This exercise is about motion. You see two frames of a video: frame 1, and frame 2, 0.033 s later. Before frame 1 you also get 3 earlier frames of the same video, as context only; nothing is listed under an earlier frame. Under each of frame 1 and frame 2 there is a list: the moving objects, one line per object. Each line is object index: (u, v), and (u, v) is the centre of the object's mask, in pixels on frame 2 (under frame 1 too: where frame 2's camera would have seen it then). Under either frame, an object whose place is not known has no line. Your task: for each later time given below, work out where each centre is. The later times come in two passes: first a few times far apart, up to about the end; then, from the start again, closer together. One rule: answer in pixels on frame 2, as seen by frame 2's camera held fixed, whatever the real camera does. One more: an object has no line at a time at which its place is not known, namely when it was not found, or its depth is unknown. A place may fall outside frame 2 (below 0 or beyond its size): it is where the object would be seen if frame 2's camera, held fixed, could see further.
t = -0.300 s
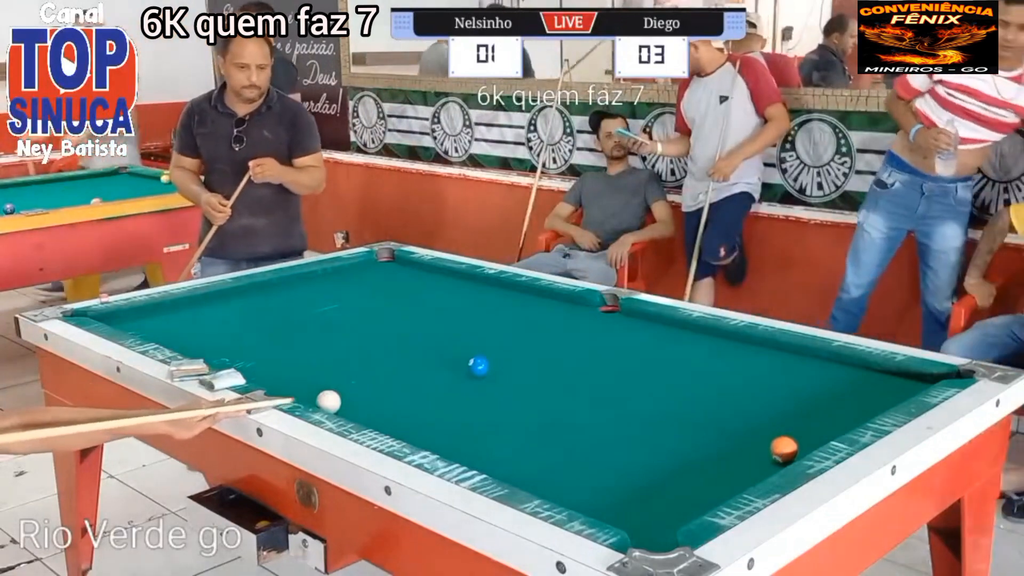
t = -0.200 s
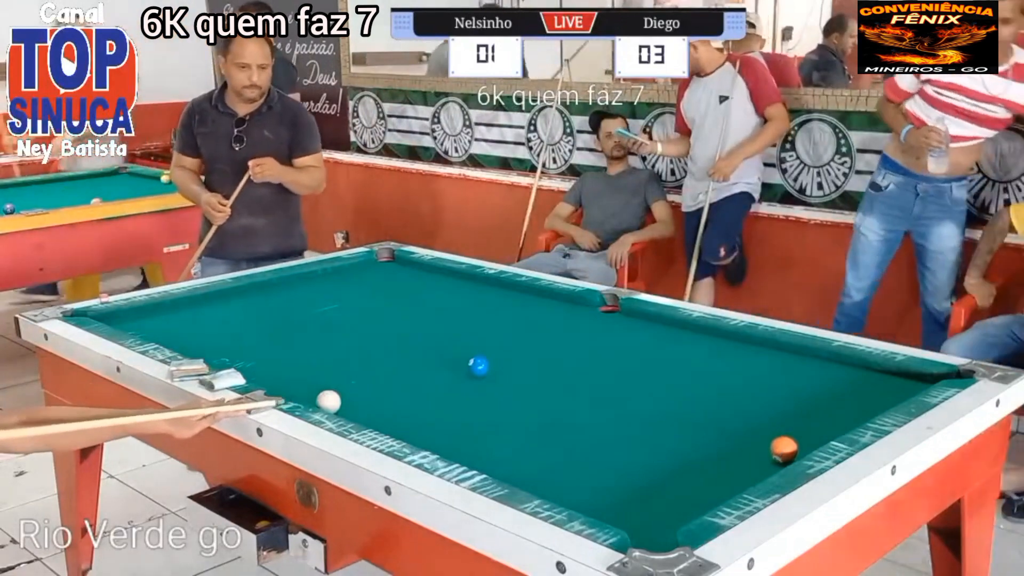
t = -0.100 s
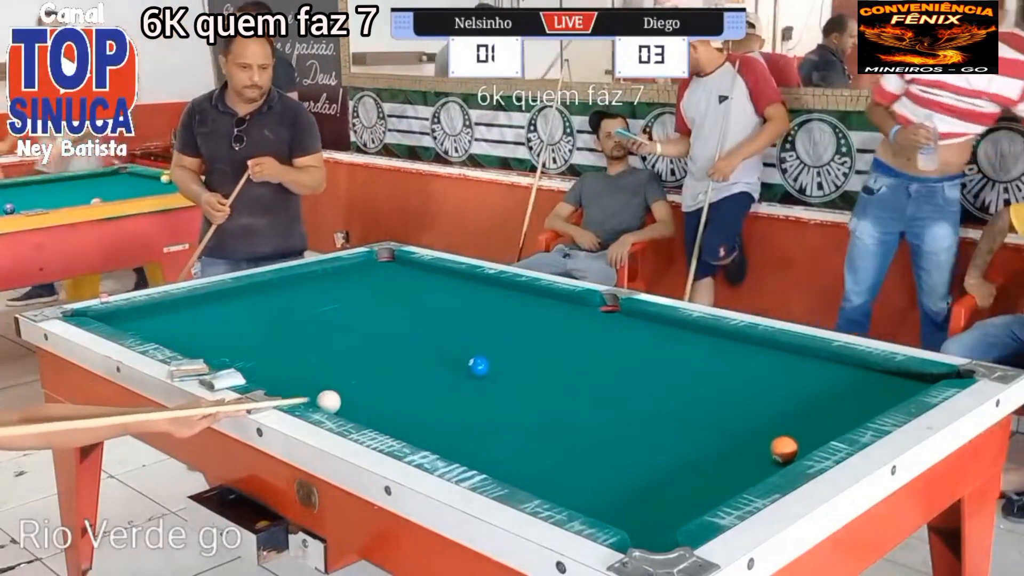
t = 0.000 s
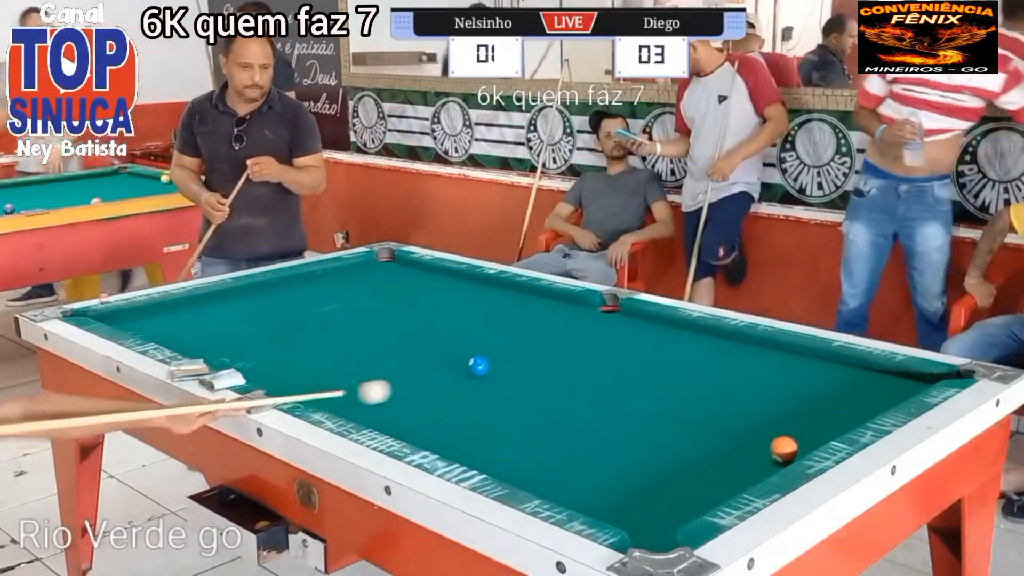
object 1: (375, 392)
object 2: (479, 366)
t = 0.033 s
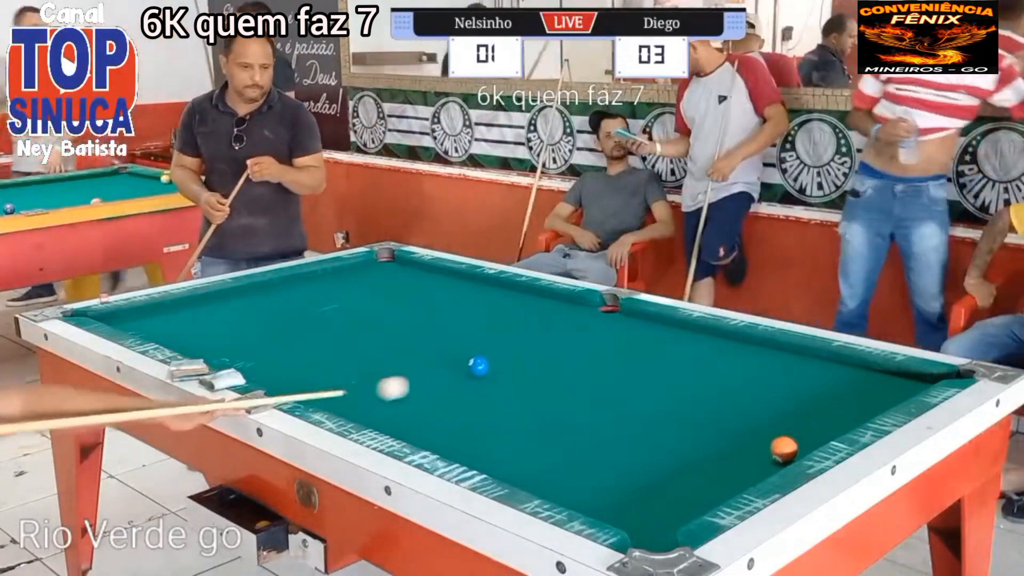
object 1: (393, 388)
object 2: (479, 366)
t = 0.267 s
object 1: (493, 371)
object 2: (502, 353)
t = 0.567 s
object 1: (584, 366)
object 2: (553, 328)
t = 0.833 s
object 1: (661, 361)
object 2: (591, 309)
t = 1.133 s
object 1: (741, 357)
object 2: (610, 307)
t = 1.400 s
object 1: (808, 353)
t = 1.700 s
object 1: (828, 365)
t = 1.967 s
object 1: (838, 378)
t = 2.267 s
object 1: (849, 392)
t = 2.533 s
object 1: (858, 405)
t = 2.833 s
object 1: (861, 414)
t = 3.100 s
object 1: (841, 419)
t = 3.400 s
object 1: (822, 421)
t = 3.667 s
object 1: (809, 423)
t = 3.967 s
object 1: (798, 424)
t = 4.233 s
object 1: (792, 424)
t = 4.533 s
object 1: (790, 425)
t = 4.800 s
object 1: (790, 425)
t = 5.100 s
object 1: (790, 425)
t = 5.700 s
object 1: (790, 425)
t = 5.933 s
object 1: (790, 425)
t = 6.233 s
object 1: (790, 425)
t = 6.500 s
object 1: (790, 425)
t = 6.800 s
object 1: (790, 425)
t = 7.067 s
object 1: (790, 425)
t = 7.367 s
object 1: (790, 425)
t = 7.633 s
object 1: (790, 425)
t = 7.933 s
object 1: (790, 425)
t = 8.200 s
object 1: (790, 425)
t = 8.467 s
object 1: (790, 425)
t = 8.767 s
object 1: (791, 426)
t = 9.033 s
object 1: (791, 425)
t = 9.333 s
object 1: (790, 425)
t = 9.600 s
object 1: (790, 425)
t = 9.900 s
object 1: (791, 425)
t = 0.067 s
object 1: (410, 384)
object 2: (479, 366)
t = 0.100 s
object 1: (428, 380)
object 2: (479, 366)
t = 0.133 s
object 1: (445, 377)
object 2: (479, 366)
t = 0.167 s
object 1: (461, 373)
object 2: (480, 364)
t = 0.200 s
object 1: (473, 372)
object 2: (487, 361)
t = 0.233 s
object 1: (482, 372)
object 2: (494, 357)
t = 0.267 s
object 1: (493, 371)
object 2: (502, 353)
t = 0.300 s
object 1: (503, 371)
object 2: (509, 351)
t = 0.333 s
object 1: (514, 370)
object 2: (515, 349)
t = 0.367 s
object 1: (524, 369)
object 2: (520, 345)
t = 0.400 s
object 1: (535, 369)
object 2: (526, 343)
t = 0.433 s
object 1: (545, 368)
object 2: (531, 339)
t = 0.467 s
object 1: (555, 367)
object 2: (537, 337)
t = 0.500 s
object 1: (565, 367)
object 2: (543, 334)
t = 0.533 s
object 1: (575, 366)
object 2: (547, 330)
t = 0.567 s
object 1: (584, 366)
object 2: (553, 328)
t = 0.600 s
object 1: (594, 365)
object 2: (557, 325)
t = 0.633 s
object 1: (604, 365)
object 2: (563, 323)
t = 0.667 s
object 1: (614, 364)
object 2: (568, 322)
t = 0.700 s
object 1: (623, 363)
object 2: (574, 317)
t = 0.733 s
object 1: (633, 363)
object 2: (578, 315)
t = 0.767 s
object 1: (642, 362)
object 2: (581, 314)
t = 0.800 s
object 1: (652, 362)
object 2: (586, 311)
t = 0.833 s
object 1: (661, 361)
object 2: (591, 309)
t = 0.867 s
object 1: (670, 361)
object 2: (595, 307)
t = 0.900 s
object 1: (679, 360)
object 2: (600, 304)
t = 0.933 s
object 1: (688, 360)
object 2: (604, 302)
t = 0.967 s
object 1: (697, 359)
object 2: (607, 303)
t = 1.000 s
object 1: (706, 359)
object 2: (610, 306)
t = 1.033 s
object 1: (715, 358)
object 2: (609, 306)
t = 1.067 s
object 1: (724, 358)
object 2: (610, 306)
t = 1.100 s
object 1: (733, 357)
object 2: (610, 306)
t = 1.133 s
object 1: (741, 357)
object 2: (610, 307)
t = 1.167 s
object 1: (750, 357)
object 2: (611, 309)
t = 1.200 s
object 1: (758, 356)
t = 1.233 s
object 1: (767, 356)
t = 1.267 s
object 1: (775, 355)
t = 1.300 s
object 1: (783, 355)
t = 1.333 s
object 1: (792, 354)
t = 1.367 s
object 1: (800, 354)
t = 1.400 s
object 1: (808, 353)
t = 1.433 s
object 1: (816, 353)
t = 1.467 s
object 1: (819, 354)
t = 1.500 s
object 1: (820, 356)
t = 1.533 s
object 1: (821, 357)
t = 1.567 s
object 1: (823, 359)
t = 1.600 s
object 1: (824, 361)
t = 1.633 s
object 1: (825, 362)
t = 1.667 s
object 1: (826, 364)
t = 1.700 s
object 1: (828, 365)
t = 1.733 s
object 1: (829, 367)
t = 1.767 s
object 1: (831, 369)
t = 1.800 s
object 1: (832, 370)
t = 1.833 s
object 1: (833, 372)
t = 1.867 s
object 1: (834, 373)
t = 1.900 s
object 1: (836, 375)
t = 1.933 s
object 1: (837, 376)
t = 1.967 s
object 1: (838, 378)
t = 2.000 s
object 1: (839, 380)
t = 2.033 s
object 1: (841, 381)
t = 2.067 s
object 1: (842, 383)
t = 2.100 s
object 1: (843, 385)
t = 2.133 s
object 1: (844, 386)
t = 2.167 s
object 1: (845, 388)
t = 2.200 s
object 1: (847, 389)
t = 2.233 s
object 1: (848, 390)
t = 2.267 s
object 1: (849, 392)
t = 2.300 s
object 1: (850, 393)
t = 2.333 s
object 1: (851, 395)
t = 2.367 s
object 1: (853, 397)
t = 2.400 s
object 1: (854, 399)
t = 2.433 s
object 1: (855, 400)
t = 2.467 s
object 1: (856, 402)
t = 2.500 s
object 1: (857, 403)
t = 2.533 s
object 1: (858, 405)
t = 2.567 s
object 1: (859, 407)
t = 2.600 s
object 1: (860, 408)
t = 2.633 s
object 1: (861, 409)
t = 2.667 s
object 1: (862, 410)
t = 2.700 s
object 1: (863, 411)
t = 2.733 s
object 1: (864, 412)
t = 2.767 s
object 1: (864, 413)
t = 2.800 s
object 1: (864, 414)
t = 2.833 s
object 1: (861, 414)
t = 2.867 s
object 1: (858, 415)
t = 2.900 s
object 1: (856, 415)
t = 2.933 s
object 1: (853, 417)
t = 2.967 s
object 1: (850, 417)
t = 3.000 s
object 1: (848, 417)
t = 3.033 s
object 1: (846, 418)
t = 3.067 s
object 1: (843, 418)
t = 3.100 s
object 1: (841, 419)
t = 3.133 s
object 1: (839, 419)
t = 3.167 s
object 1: (836, 419)
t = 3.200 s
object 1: (834, 420)
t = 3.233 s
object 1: (832, 420)
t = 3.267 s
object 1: (830, 420)
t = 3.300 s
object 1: (828, 420)
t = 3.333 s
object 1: (826, 421)
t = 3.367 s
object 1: (824, 421)
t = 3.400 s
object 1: (822, 421)
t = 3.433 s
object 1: (820, 421)
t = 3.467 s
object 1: (818, 421)
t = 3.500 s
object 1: (817, 422)
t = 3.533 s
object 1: (815, 422)
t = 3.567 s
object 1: (813, 422)
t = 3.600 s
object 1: (812, 422)
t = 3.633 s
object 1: (810, 422)
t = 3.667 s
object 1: (809, 423)
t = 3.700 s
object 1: (807, 423)
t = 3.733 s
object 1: (806, 423)
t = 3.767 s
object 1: (804, 423)
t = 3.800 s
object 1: (803, 423)
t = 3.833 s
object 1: (802, 423)
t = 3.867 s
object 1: (801, 423)
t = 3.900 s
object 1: (800, 424)
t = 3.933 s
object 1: (799, 424)
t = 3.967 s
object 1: (798, 424)
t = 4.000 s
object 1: (797, 424)
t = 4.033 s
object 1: (796, 424)
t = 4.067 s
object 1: (796, 424)
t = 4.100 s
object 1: (795, 424)
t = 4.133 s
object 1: (794, 424)
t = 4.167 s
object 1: (794, 424)
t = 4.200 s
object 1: (793, 424)
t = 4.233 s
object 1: (792, 424)
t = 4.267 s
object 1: (792, 424)
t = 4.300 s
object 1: (792, 425)
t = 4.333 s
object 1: (791, 425)
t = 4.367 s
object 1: (791, 425)
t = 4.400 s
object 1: (791, 425)
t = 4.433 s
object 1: (790, 425)
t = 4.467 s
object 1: (790, 425)
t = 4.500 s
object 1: (790, 425)
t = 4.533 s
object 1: (790, 425)
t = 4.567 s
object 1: (790, 425)
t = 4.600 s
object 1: (790, 425)
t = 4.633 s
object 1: (790, 425)
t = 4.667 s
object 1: (790, 425)
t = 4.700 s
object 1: (790, 425)
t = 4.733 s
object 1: (790, 425)
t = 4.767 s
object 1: (790, 425)
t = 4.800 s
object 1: (790, 425)
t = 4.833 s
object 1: (790, 425)
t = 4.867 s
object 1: (790, 425)
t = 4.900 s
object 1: (790, 425)
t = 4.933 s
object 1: (790, 425)
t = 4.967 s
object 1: (790, 425)
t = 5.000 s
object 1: (790, 425)
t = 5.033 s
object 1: (790, 425)
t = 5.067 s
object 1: (790, 425)
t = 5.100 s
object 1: (790, 425)
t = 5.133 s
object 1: (790, 425)
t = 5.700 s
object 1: (790, 425)
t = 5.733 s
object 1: (790, 425)
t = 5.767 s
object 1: (790, 425)
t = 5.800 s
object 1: (790, 425)
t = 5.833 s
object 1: (790, 425)
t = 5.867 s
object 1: (790, 425)
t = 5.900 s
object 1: (790, 425)
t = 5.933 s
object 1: (790, 425)
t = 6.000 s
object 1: (790, 425)
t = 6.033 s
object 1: (790, 425)
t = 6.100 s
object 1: (790, 425)
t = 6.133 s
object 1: (790, 425)
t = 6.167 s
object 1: (790, 425)
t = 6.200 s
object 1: (790, 425)
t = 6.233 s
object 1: (790, 425)
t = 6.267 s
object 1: (790, 425)
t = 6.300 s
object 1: (790, 425)
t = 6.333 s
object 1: (790, 425)
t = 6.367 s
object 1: (790, 425)
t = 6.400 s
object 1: (790, 425)
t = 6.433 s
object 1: (790, 425)
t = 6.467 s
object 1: (790, 425)
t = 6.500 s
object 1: (790, 425)
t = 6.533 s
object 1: (790, 425)
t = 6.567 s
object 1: (790, 425)
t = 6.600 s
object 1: (790, 425)
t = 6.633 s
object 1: (790, 425)
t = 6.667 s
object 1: (790, 425)
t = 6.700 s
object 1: (790, 425)
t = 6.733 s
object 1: (790, 425)
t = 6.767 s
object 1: (790, 425)
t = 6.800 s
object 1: (790, 425)
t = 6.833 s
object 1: (790, 425)
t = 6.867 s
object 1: (790, 425)
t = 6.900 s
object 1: (790, 425)
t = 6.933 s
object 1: (790, 425)
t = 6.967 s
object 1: (790, 425)
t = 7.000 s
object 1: (790, 425)
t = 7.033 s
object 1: (790, 425)
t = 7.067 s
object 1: (790, 425)
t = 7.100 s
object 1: (790, 425)
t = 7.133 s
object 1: (790, 425)
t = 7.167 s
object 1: (790, 425)
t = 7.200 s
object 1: (790, 425)
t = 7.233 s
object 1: (790, 425)
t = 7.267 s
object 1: (790, 425)
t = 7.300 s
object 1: (790, 425)
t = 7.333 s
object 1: (790, 425)
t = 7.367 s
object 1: (790, 425)
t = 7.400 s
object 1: (790, 425)
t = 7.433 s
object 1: (790, 425)
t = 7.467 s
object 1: (790, 425)
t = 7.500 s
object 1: (790, 425)
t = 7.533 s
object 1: (790, 425)
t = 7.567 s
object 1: (790, 425)
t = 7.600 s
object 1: (790, 425)
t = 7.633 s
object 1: (790, 425)
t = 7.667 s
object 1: (790, 425)
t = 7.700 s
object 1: (790, 425)
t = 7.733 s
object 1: (790, 425)
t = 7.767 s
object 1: (790, 425)
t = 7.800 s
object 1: (790, 425)
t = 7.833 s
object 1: (790, 425)
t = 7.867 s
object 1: (790, 425)
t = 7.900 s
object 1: (790, 425)
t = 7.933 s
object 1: (790, 425)
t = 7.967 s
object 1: (790, 425)
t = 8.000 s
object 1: (790, 425)
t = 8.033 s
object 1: (790, 425)
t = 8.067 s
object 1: (790, 425)
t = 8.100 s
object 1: (790, 425)
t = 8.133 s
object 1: (790, 425)
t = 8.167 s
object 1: (790, 425)
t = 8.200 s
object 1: (790, 425)
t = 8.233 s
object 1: (790, 425)
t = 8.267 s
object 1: (790, 425)
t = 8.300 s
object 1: (790, 425)
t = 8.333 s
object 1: (790, 425)
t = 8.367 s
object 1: (790, 425)
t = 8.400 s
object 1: (790, 425)
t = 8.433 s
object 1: (791, 425)
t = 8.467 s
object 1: (790, 425)
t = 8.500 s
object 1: (790, 425)
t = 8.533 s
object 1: (790, 426)
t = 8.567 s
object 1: (790, 426)
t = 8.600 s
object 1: (790, 425)
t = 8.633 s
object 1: (790, 425)
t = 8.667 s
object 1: (790, 425)
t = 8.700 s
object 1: (790, 425)
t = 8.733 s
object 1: (790, 426)
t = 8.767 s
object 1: (791, 426)
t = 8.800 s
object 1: (791, 426)
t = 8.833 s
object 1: (791, 426)
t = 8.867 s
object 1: (791, 426)
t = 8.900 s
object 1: (791, 426)
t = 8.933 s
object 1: (791, 426)
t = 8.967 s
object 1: (791, 426)
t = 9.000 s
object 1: (791, 426)
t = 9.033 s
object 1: (791, 425)
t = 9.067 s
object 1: (790, 425)
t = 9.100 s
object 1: (790, 425)
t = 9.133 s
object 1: (790, 425)
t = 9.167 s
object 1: (790, 425)
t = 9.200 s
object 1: (790, 425)
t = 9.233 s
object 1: (790, 425)
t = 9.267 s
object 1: (790, 425)
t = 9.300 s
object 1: (790, 425)
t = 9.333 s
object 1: (790, 425)
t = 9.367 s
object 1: (790, 425)
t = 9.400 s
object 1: (790, 425)
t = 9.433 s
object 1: (790, 425)
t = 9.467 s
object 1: (790, 425)
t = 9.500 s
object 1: (790, 425)
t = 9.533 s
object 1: (790, 425)
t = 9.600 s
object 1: (790, 425)
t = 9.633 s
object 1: (790, 425)
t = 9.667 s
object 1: (790, 425)
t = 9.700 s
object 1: (791, 424)
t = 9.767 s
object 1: (791, 425)
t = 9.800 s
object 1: (791, 424)
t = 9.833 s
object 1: (792, 425)
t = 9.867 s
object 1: (791, 424)
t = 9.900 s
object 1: (791, 425)
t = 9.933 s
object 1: (790, 425)
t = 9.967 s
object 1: (790, 425)
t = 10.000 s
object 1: (790, 425)
